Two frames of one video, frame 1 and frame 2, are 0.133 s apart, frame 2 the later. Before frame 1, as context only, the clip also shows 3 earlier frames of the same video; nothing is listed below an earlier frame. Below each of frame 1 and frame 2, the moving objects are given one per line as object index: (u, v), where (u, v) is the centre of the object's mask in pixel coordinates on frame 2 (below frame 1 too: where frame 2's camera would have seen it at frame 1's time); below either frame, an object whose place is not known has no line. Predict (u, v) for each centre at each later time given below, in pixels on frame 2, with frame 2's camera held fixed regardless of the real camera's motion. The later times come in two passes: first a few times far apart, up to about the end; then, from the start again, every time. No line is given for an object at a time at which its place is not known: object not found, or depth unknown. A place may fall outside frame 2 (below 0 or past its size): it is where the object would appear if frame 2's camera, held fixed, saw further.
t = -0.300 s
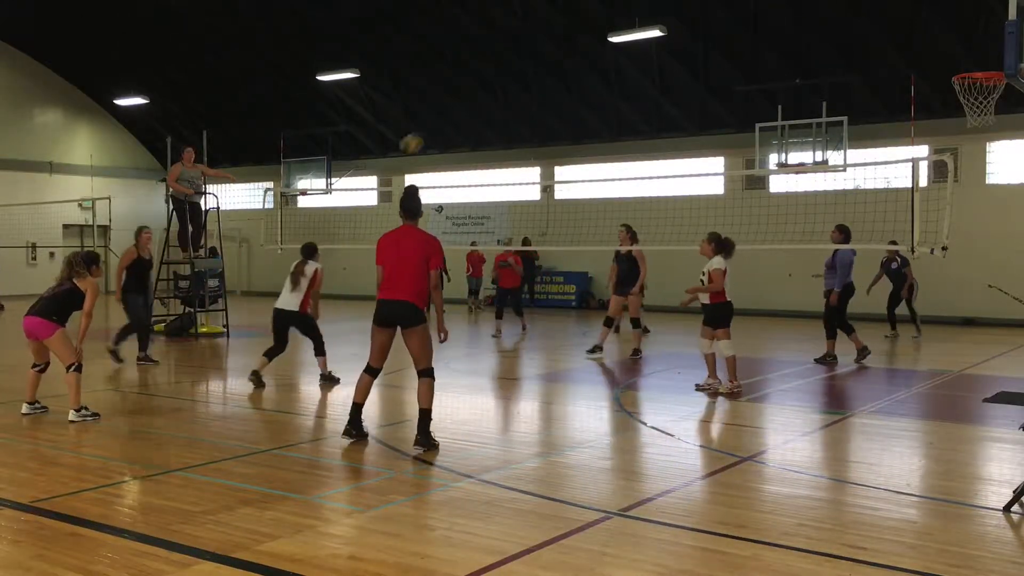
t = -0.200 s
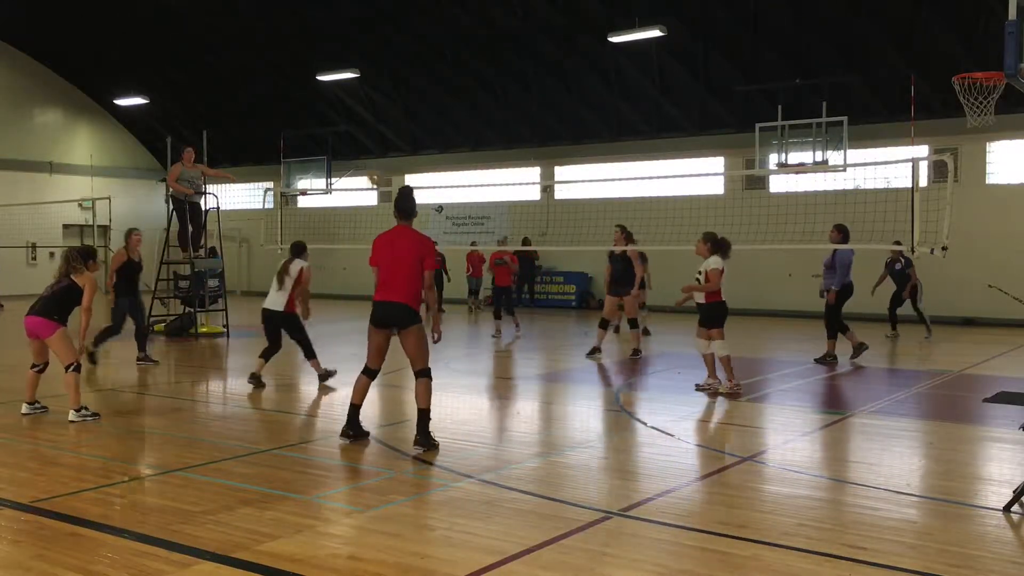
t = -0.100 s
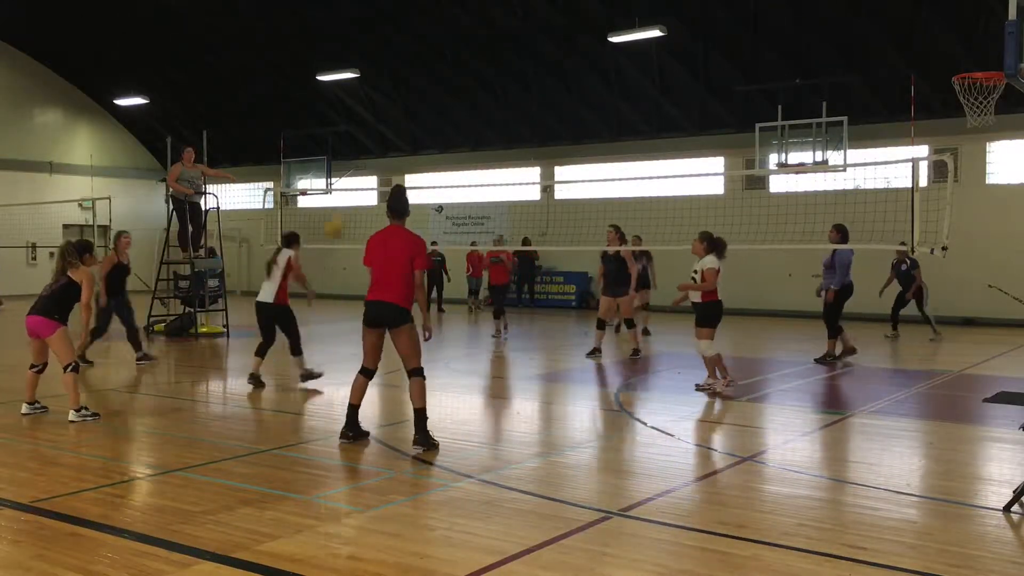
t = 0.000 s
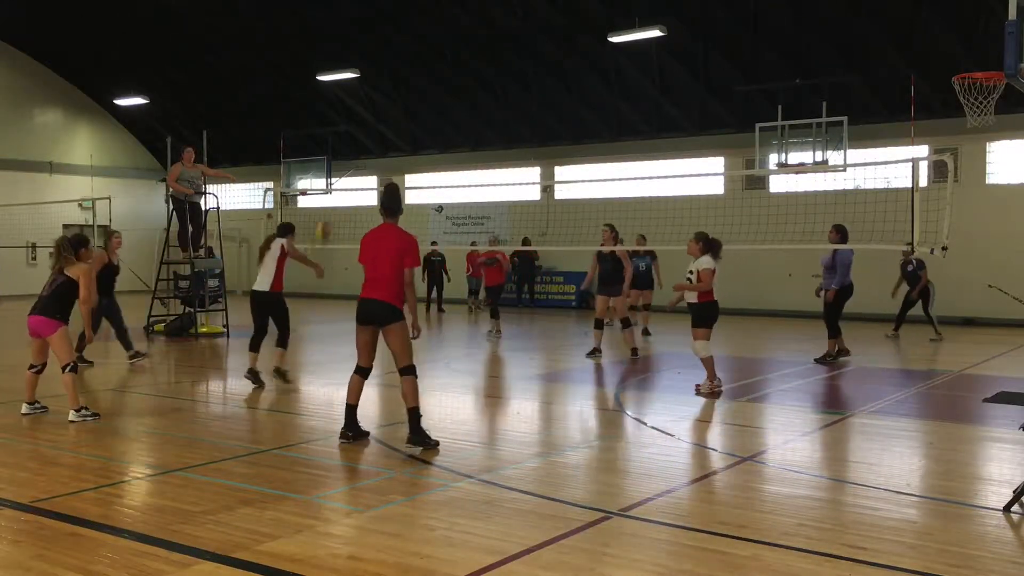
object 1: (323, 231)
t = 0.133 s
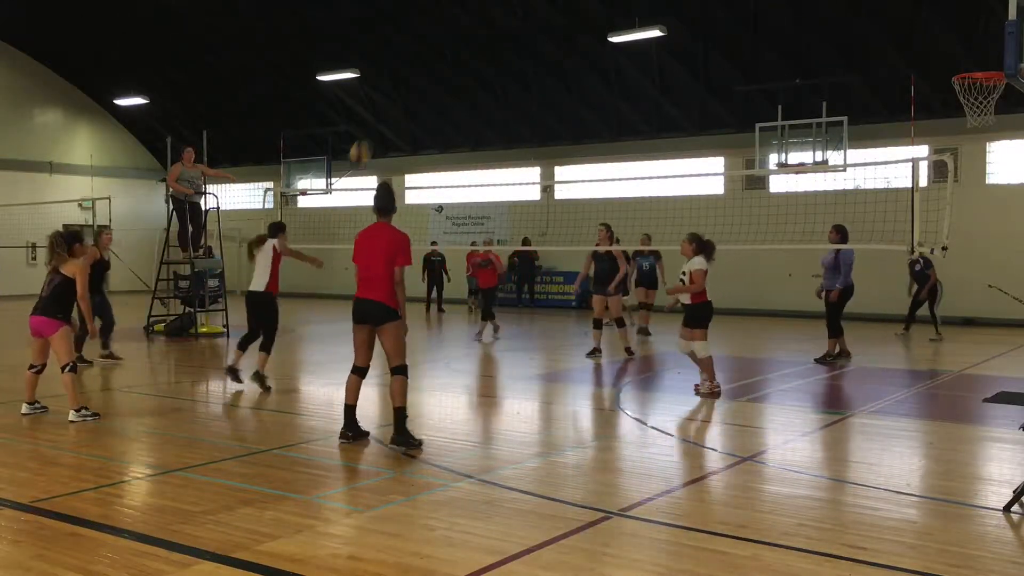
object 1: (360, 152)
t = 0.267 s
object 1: (395, 95)
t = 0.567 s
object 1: (472, 24)
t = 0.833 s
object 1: (540, 35)
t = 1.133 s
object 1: (611, 125)
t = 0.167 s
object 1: (368, 138)
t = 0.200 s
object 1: (377, 123)
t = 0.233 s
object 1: (386, 108)
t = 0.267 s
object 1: (395, 95)
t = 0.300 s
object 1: (403, 83)
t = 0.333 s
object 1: (412, 72)
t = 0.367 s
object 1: (421, 63)
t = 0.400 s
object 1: (429, 54)
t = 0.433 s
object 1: (438, 45)
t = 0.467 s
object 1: (446, 38)
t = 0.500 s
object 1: (455, 32)
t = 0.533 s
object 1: (464, 27)
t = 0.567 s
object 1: (472, 24)
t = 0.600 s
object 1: (480, 22)
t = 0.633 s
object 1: (489, 21)
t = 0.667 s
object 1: (498, 20)
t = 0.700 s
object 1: (506, 21)
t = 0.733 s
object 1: (514, 23)
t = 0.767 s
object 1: (522, 26)
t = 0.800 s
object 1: (531, 29)
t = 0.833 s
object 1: (540, 35)
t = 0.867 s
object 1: (548, 40)
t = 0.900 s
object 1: (557, 47)
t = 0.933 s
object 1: (565, 55)
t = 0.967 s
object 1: (572, 64)
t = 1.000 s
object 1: (580, 74)
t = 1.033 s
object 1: (588, 85)
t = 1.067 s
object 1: (597, 97)
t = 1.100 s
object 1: (604, 110)
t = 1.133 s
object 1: (611, 125)
